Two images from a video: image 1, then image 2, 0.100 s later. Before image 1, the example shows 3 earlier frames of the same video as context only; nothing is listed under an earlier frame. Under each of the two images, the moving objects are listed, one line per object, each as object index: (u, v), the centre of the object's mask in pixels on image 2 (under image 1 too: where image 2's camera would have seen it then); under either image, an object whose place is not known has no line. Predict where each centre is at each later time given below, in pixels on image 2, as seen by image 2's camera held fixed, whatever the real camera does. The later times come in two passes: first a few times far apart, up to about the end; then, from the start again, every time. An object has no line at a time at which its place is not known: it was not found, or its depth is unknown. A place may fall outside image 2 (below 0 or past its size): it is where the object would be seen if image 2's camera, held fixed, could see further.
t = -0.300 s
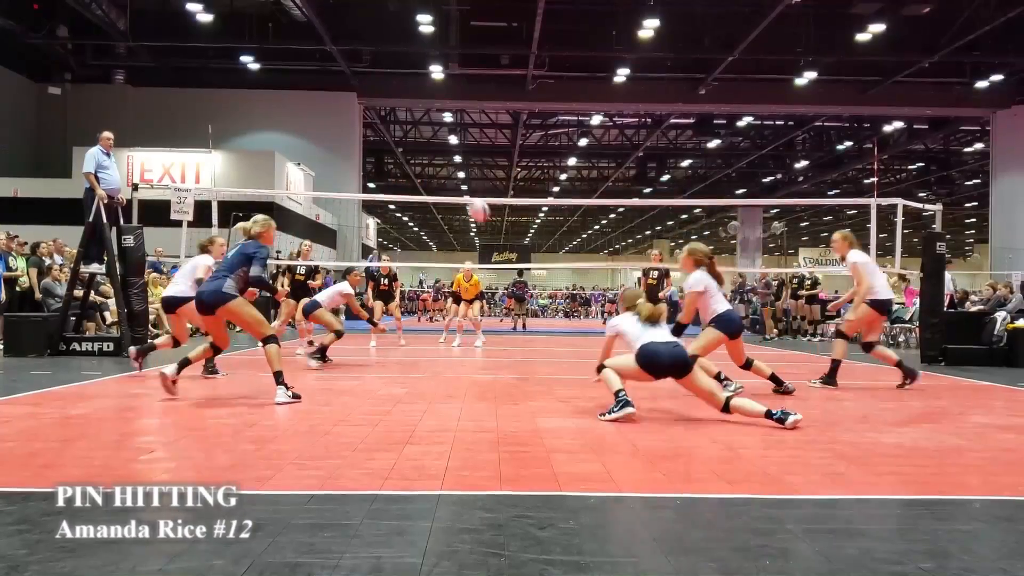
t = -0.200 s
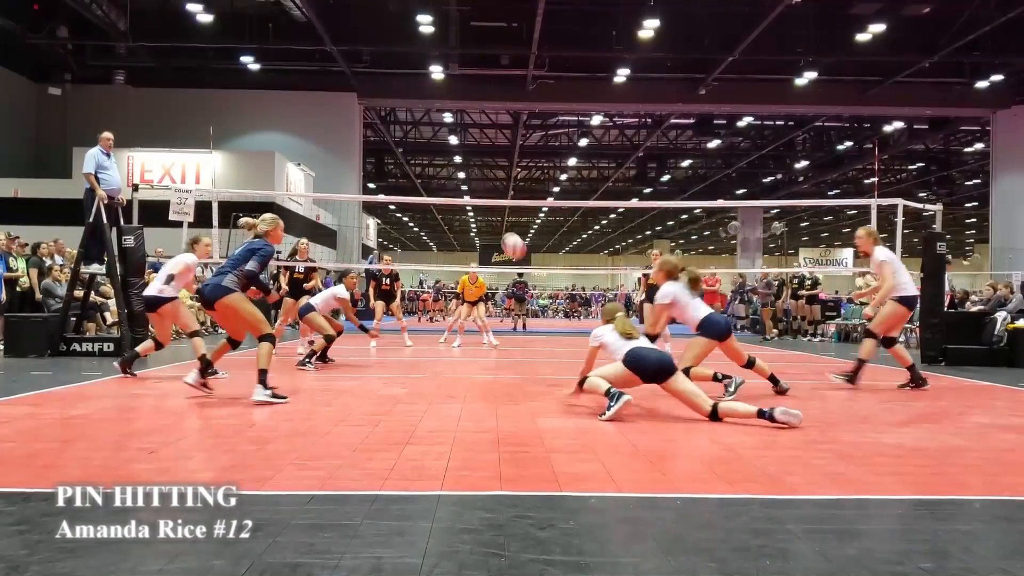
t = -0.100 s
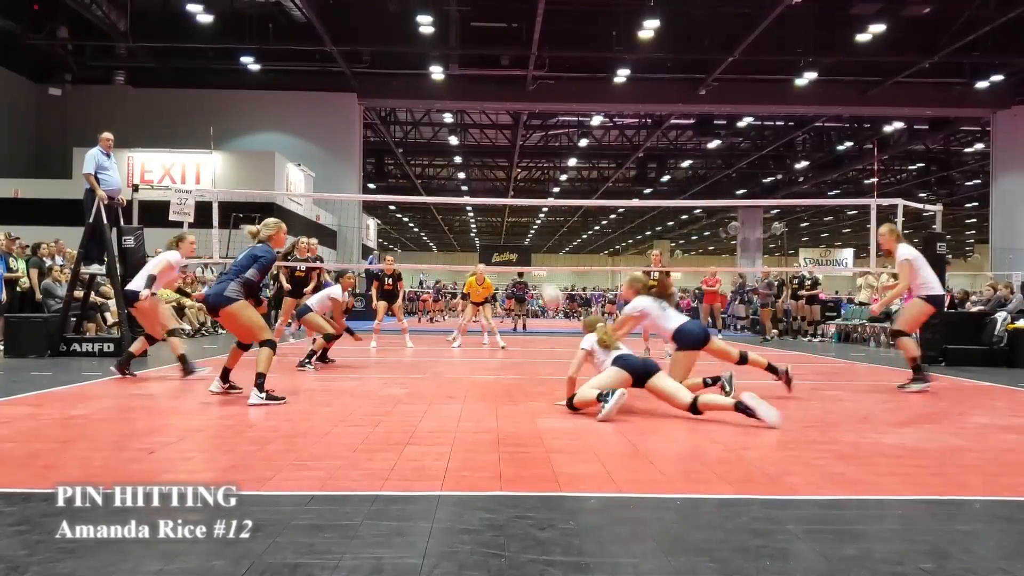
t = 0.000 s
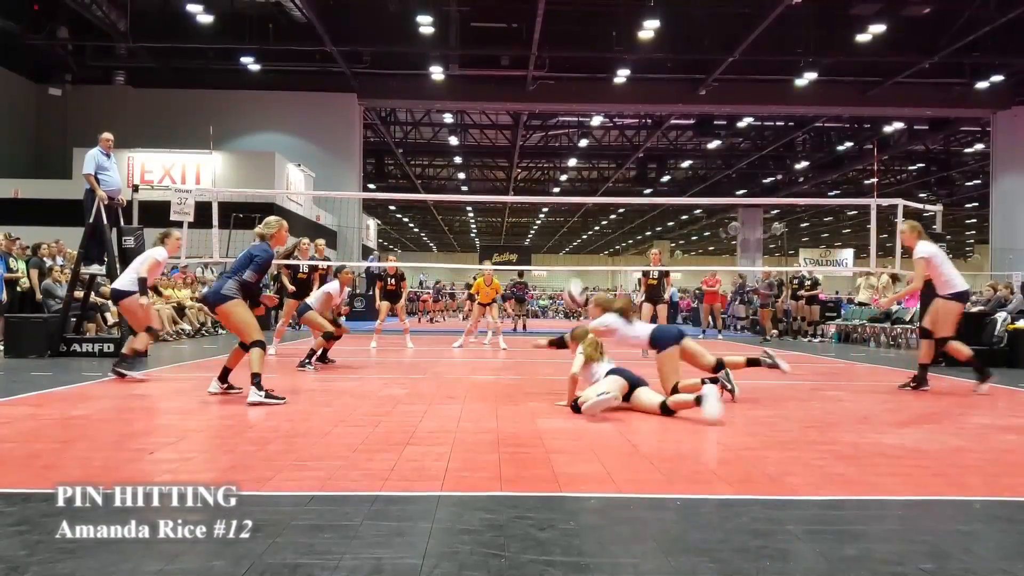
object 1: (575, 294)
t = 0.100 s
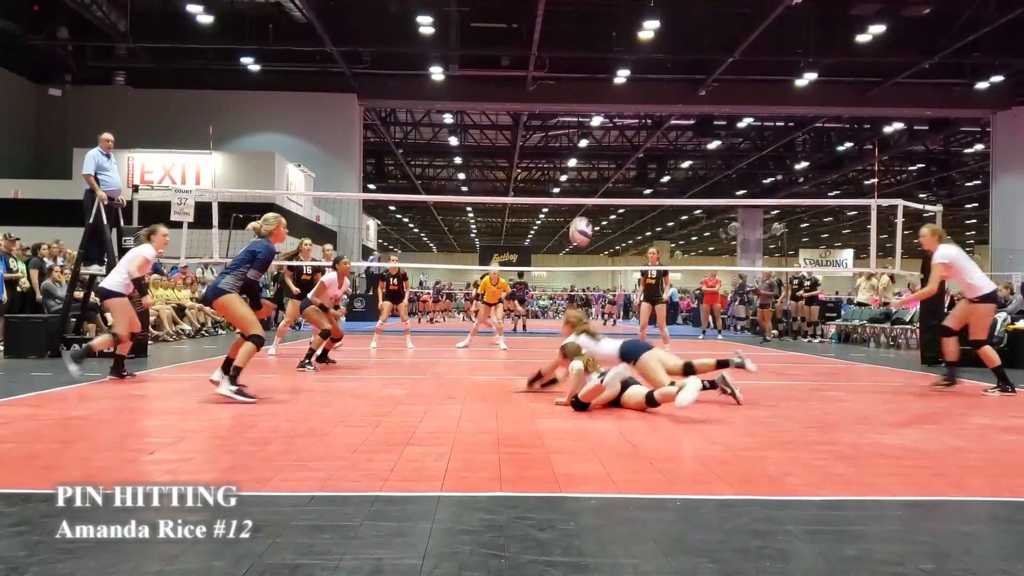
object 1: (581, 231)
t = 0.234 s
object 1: (589, 168)
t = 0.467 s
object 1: (604, 110)
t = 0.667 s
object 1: (615, 105)
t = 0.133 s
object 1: (583, 215)
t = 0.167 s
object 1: (585, 195)
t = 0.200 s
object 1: (587, 182)
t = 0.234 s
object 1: (589, 168)
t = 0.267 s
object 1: (592, 155)
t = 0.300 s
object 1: (594, 144)
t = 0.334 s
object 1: (596, 134)
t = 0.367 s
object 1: (598, 126)
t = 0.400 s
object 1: (600, 121)
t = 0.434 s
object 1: (602, 115)
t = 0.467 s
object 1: (604, 110)
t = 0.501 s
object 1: (606, 106)
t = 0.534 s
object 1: (608, 104)
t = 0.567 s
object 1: (610, 103)
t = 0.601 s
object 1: (612, 103)
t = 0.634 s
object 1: (614, 103)
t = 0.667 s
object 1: (615, 105)
